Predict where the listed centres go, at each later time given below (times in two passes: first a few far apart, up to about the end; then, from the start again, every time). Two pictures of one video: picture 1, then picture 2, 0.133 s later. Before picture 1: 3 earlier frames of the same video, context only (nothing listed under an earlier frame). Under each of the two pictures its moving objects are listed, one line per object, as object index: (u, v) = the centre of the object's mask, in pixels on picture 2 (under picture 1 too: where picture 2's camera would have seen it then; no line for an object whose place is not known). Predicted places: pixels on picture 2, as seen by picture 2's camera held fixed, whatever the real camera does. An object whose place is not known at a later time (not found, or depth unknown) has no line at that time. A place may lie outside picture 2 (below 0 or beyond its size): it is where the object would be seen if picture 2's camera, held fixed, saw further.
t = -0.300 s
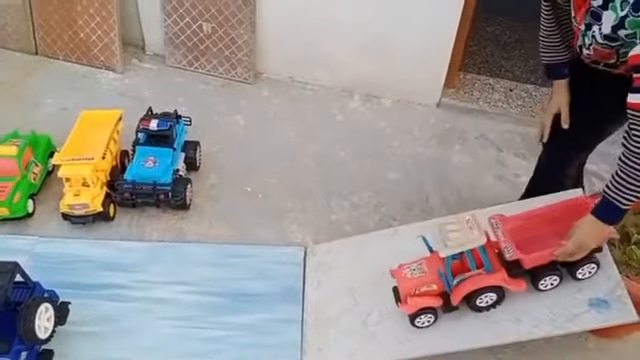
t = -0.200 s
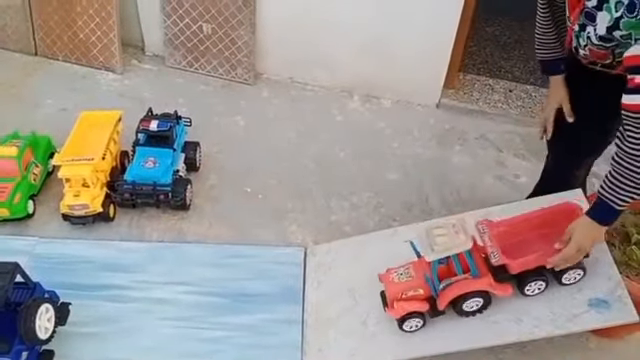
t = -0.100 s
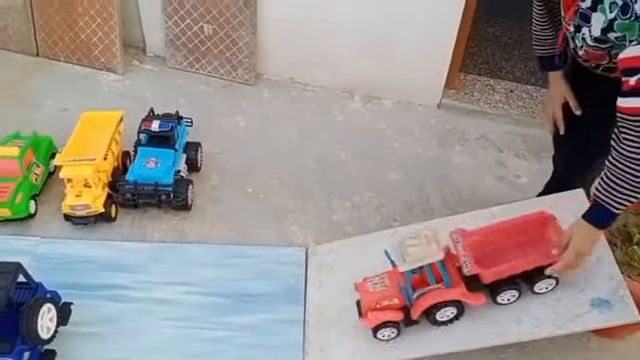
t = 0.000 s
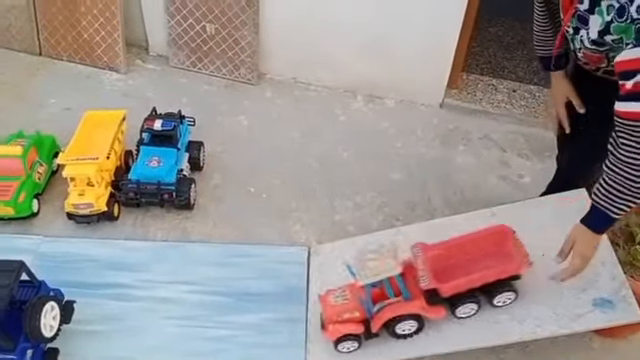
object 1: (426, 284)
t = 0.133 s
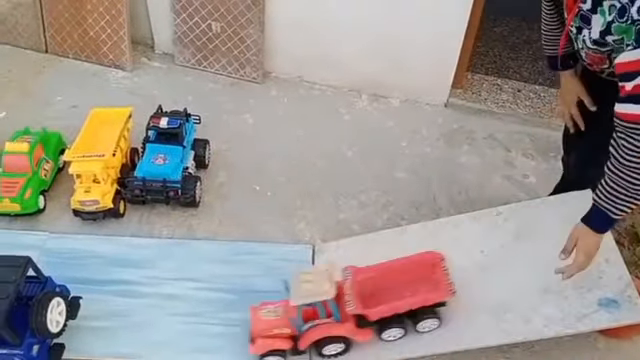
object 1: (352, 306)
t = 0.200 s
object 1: (310, 314)
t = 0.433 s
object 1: (168, 331)
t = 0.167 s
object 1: (331, 310)
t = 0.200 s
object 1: (310, 314)
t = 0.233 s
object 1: (288, 317)
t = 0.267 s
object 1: (266, 321)
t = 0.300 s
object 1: (241, 325)
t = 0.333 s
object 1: (218, 326)
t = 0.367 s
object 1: (196, 328)
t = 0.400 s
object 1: (175, 331)
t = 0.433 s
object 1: (168, 331)
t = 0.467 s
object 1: (165, 332)
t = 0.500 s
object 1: (162, 332)
